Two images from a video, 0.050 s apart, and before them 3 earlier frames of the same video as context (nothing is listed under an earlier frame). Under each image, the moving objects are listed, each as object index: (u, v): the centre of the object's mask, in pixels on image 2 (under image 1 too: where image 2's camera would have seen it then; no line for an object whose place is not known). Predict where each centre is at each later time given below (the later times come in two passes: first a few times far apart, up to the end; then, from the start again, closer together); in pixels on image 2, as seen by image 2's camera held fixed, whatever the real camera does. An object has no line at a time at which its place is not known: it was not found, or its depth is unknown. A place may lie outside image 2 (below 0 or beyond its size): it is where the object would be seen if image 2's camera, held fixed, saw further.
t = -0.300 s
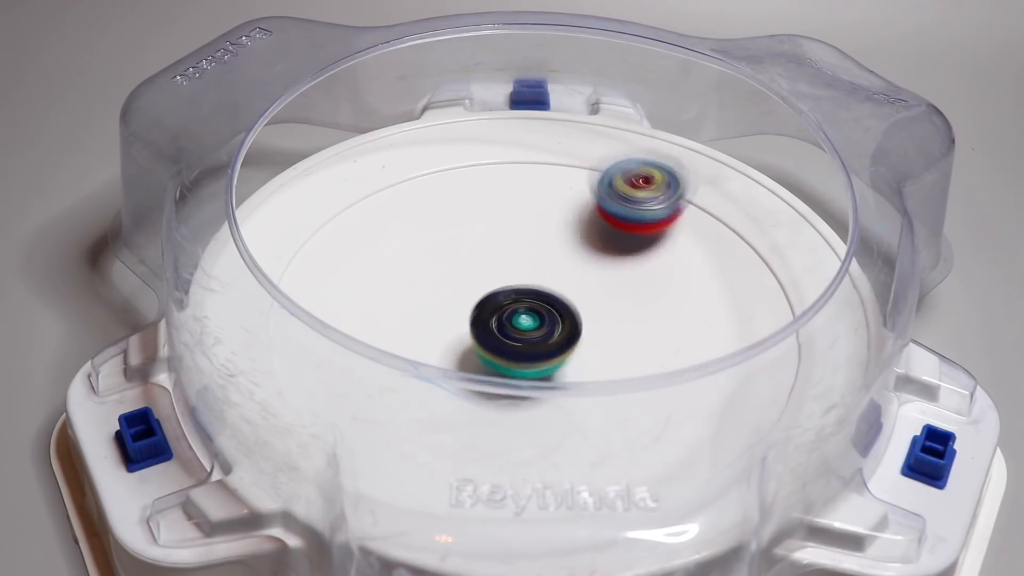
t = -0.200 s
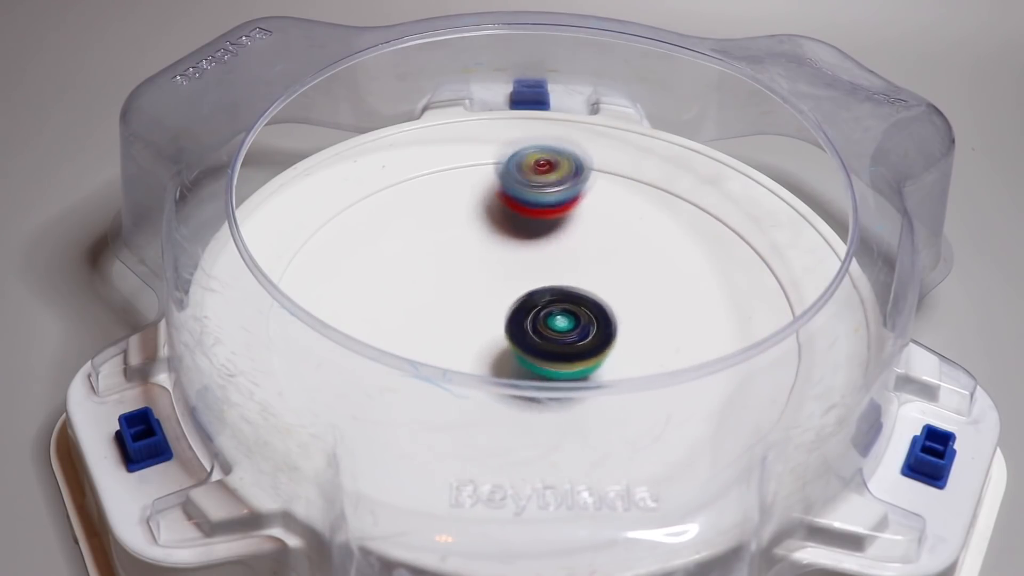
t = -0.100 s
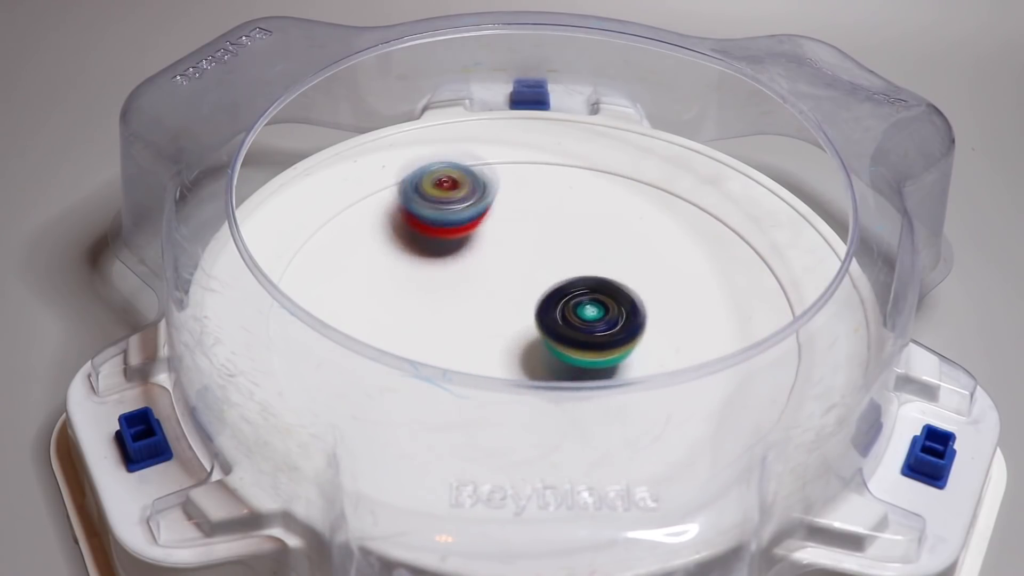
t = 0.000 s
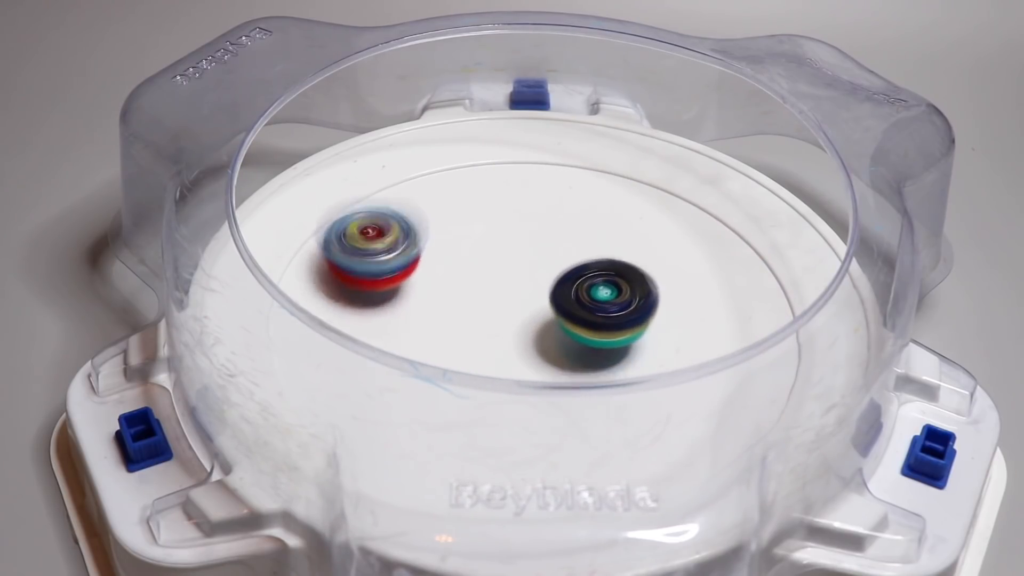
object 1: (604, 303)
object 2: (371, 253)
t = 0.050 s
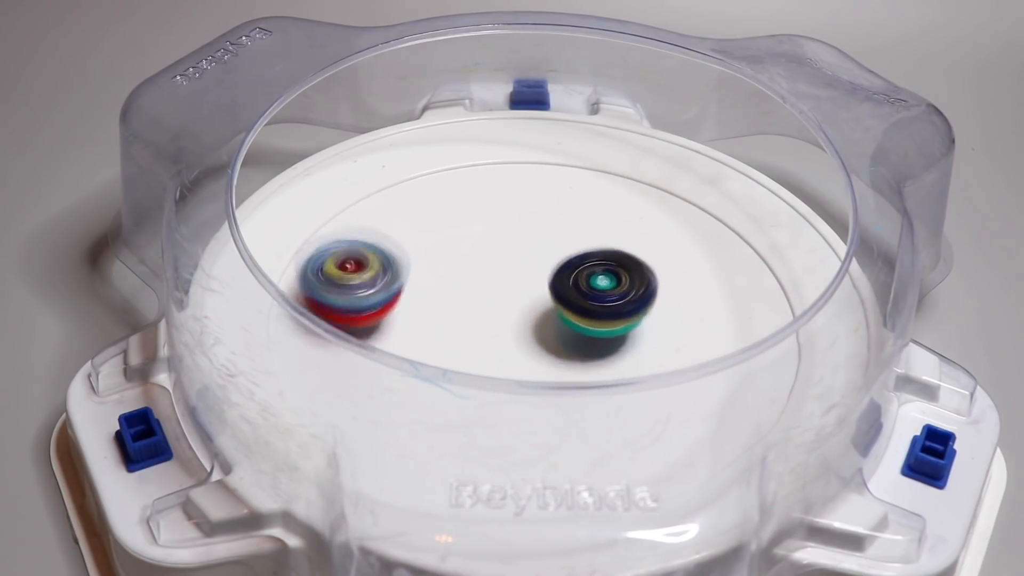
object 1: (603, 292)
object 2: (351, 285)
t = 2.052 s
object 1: (594, 324)
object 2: (516, 192)
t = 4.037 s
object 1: (520, 332)
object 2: (706, 295)
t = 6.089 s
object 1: (497, 299)
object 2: (569, 415)
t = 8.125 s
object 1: (534, 281)
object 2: (394, 312)
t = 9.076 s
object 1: (552, 288)
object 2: (470, 236)
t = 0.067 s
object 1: (600, 289)
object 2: (351, 293)
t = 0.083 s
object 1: (598, 286)
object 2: (346, 309)
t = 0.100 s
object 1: (594, 283)
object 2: (346, 323)
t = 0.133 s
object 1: (587, 278)
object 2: (348, 353)
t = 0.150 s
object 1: (583, 276)
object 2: (354, 366)
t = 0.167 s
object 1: (578, 275)
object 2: (362, 380)
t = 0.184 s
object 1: (574, 273)
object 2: (368, 398)
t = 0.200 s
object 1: (567, 272)
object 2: (381, 407)
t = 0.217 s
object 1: (563, 271)
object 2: (398, 409)
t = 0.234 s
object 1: (556, 271)
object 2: (411, 422)
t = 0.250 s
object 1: (552, 271)
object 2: (431, 429)
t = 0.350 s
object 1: (519, 277)
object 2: (552, 443)
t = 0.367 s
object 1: (514, 279)
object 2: (574, 443)
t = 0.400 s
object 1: (505, 283)
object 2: (616, 440)
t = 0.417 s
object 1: (502, 286)
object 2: (636, 438)
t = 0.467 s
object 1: (492, 295)
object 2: (687, 420)
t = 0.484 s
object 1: (490, 299)
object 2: (700, 413)
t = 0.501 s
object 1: (488, 302)
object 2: (709, 396)
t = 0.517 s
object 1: (486, 305)
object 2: (716, 383)
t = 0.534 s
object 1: (485, 309)
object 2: (724, 372)
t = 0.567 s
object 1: (485, 317)
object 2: (729, 343)
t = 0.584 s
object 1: (485, 320)
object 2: (726, 323)
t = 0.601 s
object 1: (486, 324)
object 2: (727, 315)
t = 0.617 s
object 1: (488, 328)
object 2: (727, 307)
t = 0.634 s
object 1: (490, 330)
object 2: (724, 300)
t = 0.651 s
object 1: (493, 333)
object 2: (718, 288)
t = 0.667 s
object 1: (496, 335)
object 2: (710, 280)
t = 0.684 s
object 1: (500, 337)
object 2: (701, 270)
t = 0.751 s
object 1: (520, 342)
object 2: (659, 233)
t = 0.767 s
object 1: (525, 342)
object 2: (644, 227)
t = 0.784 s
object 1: (531, 343)
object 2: (631, 221)
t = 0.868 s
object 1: (556, 341)
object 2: (555, 198)
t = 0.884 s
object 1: (561, 340)
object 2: (538, 196)
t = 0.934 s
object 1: (573, 335)
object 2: (490, 194)
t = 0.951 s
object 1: (577, 332)
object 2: (476, 195)
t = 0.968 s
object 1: (579, 329)
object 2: (460, 197)
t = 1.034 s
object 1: (584, 314)
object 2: (404, 213)
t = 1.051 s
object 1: (585, 311)
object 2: (391, 220)
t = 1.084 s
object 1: (584, 303)
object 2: (368, 233)
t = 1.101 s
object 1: (582, 299)
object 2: (359, 242)
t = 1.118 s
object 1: (580, 298)
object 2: (351, 252)
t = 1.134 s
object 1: (577, 292)
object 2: (343, 262)
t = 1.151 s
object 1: (576, 289)
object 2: (339, 272)
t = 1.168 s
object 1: (572, 285)
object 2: (336, 280)
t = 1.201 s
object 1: (566, 280)
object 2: (331, 306)
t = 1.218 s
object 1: (563, 277)
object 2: (332, 321)
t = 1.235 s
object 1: (558, 274)
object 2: (337, 330)
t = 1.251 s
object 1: (554, 272)
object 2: (338, 347)
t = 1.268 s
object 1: (549, 270)
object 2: (346, 361)
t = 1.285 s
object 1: (546, 268)
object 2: (355, 371)
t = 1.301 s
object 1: (540, 267)
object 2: (361, 393)
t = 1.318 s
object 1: (536, 265)
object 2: (376, 401)
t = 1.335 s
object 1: (530, 264)
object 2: (392, 409)
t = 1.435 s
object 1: (501, 266)
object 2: (506, 438)
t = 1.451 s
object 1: (497, 267)
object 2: (525, 439)
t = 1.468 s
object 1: (492, 269)
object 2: (548, 439)
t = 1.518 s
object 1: (483, 276)
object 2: (607, 430)
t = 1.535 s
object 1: (480, 279)
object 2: (629, 429)
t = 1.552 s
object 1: (478, 283)
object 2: (646, 426)
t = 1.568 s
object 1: (477, 286)
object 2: (658, 421)
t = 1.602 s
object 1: (477, 293)
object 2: (687, 392)
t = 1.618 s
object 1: (477, 297)
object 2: (697, 381)
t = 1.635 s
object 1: (478, 301)
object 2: (702, 364)
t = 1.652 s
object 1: (480, 304)
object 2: (714, 355)
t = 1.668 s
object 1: (482, 309)
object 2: (719, 343)
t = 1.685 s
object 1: (485, 312)
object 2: (717, 324)
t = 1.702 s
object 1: (488, 315)
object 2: (723, 316)
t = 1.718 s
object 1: (491, 318)
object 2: (726, 308)
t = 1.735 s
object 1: (496, 322)
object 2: (727, 301)
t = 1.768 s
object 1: (505, 327)
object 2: (721, 279)
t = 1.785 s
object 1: (509, 329)
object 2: (716, 268)
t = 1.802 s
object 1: (516, 331)
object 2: (710, 256)
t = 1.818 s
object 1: (520, 333)
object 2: (702, 249)
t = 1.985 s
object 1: (577, 332)
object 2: (577, 193)
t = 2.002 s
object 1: (582, 331)
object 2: (562, 191)
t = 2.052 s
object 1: (594, 324)
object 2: (516, 192)
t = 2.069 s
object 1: (597, 322)
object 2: (501, 194)
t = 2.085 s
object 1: (600, 319)
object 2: (486, 197)
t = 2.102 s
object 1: (603, 316)
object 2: (471, 201)
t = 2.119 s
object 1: (605, 313)
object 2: (458, 205)
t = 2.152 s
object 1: (607, 306)
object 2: (434, 215)
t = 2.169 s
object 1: (606, 303)
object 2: (420, 222)
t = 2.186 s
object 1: (606, 301)
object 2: (410, 230)
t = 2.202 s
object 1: (605, 296)
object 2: (400, 237)
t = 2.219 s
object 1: (604, 293)
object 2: (391, 246)
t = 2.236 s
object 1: (600, 290)
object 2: (383, 255)
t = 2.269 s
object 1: (594, 285)
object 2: (371, 275)
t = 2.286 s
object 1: (591, 282)
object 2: (366, 285)
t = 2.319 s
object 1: (582, 278)
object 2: (366, 301)
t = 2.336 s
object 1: (577, 277)
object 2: (369, 308)
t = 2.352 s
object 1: (572, 275)
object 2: (365, 329)
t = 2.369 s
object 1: (567, 274)
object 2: (367, 343)
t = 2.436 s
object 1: (546, 273)
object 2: (394, 391)
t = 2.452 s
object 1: (540, 274)
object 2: (402, 409)
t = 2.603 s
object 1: (498, 287)
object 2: (557, 441)
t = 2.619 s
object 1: (493, 289)
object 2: (578, 440)
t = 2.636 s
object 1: (490, 292)
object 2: (597, 439)
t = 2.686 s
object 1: (483, 301)
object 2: (649, 430)
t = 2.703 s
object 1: (481, 304)
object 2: (663, 426)
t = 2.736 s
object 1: (479, 311)
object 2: (691, 413)
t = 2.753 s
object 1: (480, 315)
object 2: (698, 394)
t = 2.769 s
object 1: (479, 318)
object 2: (705, 382)
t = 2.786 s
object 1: (481, 322)
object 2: (714, 375)
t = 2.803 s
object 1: (482, 325)
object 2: (716, 358)
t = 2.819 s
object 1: (484, 328)
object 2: (718, 346)
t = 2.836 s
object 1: (486, 330)
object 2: (714, 327)
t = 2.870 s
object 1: (492, 334)
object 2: (718, 313)
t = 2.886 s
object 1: (497, 336)
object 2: (716, 306)
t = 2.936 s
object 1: (510, 339)
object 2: (699, 277)
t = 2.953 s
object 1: (515, 340)
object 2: (691, 268)
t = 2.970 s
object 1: (521, 341)
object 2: (682, 259)
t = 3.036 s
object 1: (543, 341)
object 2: (637, 233)
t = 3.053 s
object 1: (546, 340)
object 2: (624, 228)
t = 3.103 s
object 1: (560, 336)
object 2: (584, 213)
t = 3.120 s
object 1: (563, 334)
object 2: (569, 209)
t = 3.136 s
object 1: (567, 331)
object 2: (554, 210)
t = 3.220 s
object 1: (580, 316)
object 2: (481, 208)
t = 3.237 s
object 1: (580, 313)
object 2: (468, 209)
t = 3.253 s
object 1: (582, 310)
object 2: (454, 213)
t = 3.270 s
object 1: (582, 306)
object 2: (441, 215)
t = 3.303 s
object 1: (581, 299)
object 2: (416, 224)
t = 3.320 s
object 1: (581, 295)
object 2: (405, 229)
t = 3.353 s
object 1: (577, 288)
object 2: (385, 242)
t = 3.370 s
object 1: (576, 285)
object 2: (375, 249)
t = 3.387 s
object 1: (573, 282)
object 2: (369, 258)
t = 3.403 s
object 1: (572, 280)
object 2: (361, 266)
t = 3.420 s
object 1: (568, 277)
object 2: (356, 276)
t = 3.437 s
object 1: (566, 274)
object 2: (353, 284)
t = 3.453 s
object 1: (562, 272)
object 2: (352, 291)
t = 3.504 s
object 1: (550, 266)
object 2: (353, 326)
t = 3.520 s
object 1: (545, 264)
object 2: (355, 339)
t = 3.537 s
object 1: (541, 263)
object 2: (357, 355)
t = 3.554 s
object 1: (537, 263)
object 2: (367, 362)
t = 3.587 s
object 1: (528, 262)
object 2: (383, 384)
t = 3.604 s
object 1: (523, 262)
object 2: (396, 394)
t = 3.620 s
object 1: (519, 263)
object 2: (406, 410)
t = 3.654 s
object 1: (511, 265)
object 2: (442, 420)
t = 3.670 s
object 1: (506, 267)
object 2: (459, 424)
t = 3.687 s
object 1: (503, 269)
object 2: (476, 428)
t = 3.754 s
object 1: (491, 280)
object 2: (548, 434)
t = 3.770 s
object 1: (491, 283)
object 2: (564, 436)
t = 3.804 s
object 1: (489, 290)
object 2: (603, 429)
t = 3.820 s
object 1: (488, 293)
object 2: (615, 428)
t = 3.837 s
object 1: (489, 296)
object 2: (631, 411)
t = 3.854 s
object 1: (488, 300)
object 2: (645, 403)
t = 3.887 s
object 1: (491, 307)
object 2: (668, 387)
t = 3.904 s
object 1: (493, 310)
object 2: (677, 369)
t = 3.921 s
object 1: (495, 314)
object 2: (685, 363)
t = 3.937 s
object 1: (497, 317)
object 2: (691, 353)
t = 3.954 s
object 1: (502, 320)
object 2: (694, 333)
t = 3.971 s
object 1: (505, 323)
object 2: (699, 327)
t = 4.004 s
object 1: (512, 329)
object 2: (707, 314)
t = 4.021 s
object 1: (516, 330)
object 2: (707, 305)
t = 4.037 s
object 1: (520, 332)
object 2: (706, 295)
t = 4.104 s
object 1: (541, 337)
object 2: (688, 258)
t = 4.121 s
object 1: (545, 338)
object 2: (681, 250)
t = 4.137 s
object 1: (552, 338)
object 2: (671, 245)
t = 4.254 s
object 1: (584, 334)
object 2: (595, 204)
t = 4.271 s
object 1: (588, 332)
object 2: (580, 203)
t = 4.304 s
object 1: (594, 327)
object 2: (553, 201)
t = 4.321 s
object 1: (597, 325)
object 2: (538, 203)
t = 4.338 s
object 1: (598, 322)
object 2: (524, 203)
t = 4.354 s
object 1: (599, 318)
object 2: (512, 204)
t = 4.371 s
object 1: (600, 316)
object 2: (499, 205)
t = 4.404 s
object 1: (600, 310)
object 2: (472, 213)
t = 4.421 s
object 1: (599, 307)
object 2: (461, 217)
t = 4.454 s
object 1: (596, 300)
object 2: (439, 228)
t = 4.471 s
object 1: (593, 297)
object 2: (428, 234)
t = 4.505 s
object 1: (587, 292)
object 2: (411, 248)
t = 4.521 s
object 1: (584, 290)
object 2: (402, 256)
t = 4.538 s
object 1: (579, 288)
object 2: (396, 264)
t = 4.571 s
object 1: (571, 284)
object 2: (386, 283)
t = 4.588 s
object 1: (568, 282)
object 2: (383, 292)
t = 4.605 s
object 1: (562, 281)
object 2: (381, 300)
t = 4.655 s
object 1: (547, 278)
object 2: (383, 332)
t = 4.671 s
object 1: (543, 277)
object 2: (386, 343)
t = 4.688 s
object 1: (537, 277)
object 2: (391, 353)
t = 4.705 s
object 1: (534, 277)
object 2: (393, 370)
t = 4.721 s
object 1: (528, 277)
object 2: (403, 375)
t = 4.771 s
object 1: (513, 278)
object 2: (433, 403)
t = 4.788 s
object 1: (509, 279)
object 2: (443, 419)
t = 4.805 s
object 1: (503, 281)
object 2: (458, 422)
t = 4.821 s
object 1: (501, 282)
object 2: (473, 419)
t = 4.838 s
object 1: (496, 283)
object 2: (489, 431)
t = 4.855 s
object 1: (493, 285)
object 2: (502, 436)
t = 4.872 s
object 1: (489, 287)
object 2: (517, 437)
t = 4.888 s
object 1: (486, 289)
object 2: (533, 439)
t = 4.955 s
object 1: (477, 300)
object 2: (601, 436)
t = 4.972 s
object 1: (477, 303)
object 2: (619, 430)
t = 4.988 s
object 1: (476, 306)
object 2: (635, 426)
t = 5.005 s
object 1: (476, 309)
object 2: (648, 422)
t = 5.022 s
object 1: (476, 311)
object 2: (654, 409)
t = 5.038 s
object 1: (477, 315)
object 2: (668, 398)
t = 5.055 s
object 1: (479, 318)
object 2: (677, 389)
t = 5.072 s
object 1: (481, 321)
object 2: (684, 368)
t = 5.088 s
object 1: (485, 324)
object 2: (689, 366)
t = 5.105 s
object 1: (487, 326)
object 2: (691, 362)
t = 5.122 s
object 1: (492, 328)
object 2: (696, 345)
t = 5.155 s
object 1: (499, 331)
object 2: (699, 324)
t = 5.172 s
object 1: (503, 333)
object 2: (699, 318)
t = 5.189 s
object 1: (508, 334)
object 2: (697, 311)
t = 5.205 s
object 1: (514, 335)
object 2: (693, 303)
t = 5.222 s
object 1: (518, 335)
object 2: (688, 293)
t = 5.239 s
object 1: (525, 335)
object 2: (683, 285)
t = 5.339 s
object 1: (553, 332)
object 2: (631, 242)
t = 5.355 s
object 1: (558, 330)
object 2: (619, 237)
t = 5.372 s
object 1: (561, 328)
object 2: (609, 229)
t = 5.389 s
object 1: (565, 326)
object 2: (595, 228)
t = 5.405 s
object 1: (568, 324)
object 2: (584, 221)
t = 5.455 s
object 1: (578, 317)
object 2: (543, 219)
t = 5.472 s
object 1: (581, 314)
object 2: (530, 218)
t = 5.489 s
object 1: (582, 311)
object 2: (518, 217)
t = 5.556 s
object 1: (587, 299)
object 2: (467, 222)
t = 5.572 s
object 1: (586, 296)
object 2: (454, 224)
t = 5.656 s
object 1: (580, 281)
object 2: (403, 247)
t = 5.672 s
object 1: (579, 279)
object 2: (395, 252)
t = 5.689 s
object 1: (575, 280)
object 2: (387, 261)
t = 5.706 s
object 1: (573, 275)
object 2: (381, 268)
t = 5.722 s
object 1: (568, 276)
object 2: (376, 277)
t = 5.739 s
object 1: (565, 271)
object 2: (372, 285)
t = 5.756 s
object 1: (562, 270)
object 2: (371, 291)
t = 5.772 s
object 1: (557, 269)
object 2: (370, 299)
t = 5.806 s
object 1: (549, 268)
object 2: (375, 311)
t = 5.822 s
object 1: (546, 268)
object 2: (374, 329)
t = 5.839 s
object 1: (540, 268)
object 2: (379, 340)
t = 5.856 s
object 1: (536, 268)
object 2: (385, 348)
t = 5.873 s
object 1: (533, 269)
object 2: (392, 355)
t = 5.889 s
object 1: (528, 271)
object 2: (399, 372)
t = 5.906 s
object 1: (526, 272)
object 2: (409, 377)
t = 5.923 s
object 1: (521, 273)
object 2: (421, 384)
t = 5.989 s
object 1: (509, 282)
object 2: (473, 411)
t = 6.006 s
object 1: (505, 284)
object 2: (490, 415)
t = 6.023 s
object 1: (504, 287)
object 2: (501, 428)
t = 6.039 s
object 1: (501, 289)
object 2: (519, 428)
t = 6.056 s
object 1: (500, 292)
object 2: (532, 429)
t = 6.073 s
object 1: (499, 296)
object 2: (549, 420)
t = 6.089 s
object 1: (497, 299)
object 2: (569, 415)
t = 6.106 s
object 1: (498, 302)
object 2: (584, 411)
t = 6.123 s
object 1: (497, 306)
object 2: (599, 407)
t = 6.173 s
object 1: (499, 314)
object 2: (633, 393)
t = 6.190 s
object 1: (500, 318)
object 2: (646, 391)
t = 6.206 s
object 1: (502, 321)
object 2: (658, 373)
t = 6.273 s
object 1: (512, 331)
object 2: (681, 332)
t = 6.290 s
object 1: (515, 333)
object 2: (688, 327)
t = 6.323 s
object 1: (523, 336)
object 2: (693, 314)
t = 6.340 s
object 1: (528, 337)
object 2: (693, 305)
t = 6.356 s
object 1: (530, 338)
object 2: (692, 295)
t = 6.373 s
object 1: (535, 338)
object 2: (689, 287)
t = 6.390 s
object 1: (539, 339)
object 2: (686, 277)
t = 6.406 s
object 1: (543, 340)
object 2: (681, 272)
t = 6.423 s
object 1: (549, 340)
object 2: (675, 264)
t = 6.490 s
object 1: (564, 338)
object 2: (643, 238)
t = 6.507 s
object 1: (568, 336)
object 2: (635, 230)
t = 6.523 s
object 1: (571, 335)
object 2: (624, 227)
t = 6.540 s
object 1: (574, 332)
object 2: (613, 221)
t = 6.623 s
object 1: (583, 319)
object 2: (552, 215)
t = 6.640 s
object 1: (582, 316)
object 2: (538, 217)
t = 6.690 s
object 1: (579, 307)
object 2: (502, 222)
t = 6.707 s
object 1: (580, 305)
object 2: (489, 225)
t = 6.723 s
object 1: (577, 302)
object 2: (479, 228)
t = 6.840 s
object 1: (557, 284)
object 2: (416, 267)
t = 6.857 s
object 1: (553, 283)
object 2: (410, 274)
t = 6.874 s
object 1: (551, 282)
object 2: (405, 283)
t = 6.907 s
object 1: (543, 279)
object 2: (398, 299)
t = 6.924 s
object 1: (538, 277)
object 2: (397, 305)
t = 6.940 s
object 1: (534, 276)
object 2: (397, 311)
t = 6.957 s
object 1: (530, 276)
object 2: (400, 317)
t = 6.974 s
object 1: (525, 275)
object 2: (402, 323)
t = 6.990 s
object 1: (522, 275)
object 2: (400, 343)
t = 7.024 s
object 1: (513, 275)
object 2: (409, 359)
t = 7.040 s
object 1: (509, 276)
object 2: (413, 377)
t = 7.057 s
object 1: (505, 277)
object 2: (422, 381)
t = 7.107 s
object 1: (495, 280)
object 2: (452, 403)
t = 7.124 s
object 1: (492, 282)
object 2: (463, 410)
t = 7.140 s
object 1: (490, 284)
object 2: (474, 424)
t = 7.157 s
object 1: (489, 287)
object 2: (485, 427)
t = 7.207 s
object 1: (484, 294)
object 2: (529, 433)
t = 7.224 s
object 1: (484, 297)
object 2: (543, 433)
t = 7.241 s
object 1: (485, 300)
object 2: (559, 433)
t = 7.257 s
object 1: (486, 302)
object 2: (574, 433)
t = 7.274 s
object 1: (487, 305)
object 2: (589, 430)
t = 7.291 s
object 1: (488, 308)
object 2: (604, 416)
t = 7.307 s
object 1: (490, 310)
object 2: (616, 409)
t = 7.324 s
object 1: (493, 314)
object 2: (628, 405)
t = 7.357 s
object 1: (500, 318)
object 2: (644, 394)
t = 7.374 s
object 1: (502, 320)
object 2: (653, 375)
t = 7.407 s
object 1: (510, 324)
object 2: (667, 359)
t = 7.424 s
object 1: (514, 325)
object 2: (670, 353)
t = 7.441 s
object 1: (520, 326)
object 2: (671, 338)
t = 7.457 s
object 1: (523, 327)
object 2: (674, 332)
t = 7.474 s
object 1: (527, 328)
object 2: (677, 327)
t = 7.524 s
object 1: (543, 329)
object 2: (671, 308)
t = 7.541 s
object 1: (546, 328)
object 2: (669, 297)
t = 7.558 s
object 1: (550, 328)
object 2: (664, 290)
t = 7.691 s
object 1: (582, 319)
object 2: (601, 236)
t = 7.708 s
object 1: (583, 316)
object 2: (592, 232)
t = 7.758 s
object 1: (588, 309)
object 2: (556, 226)
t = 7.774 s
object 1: (591, 307)
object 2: (543, 226)
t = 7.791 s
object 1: (590, 304)
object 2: (532, 225)
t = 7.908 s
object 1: (583, 288)
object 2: (454, 232)
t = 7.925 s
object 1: (580, 287)
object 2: (445, 235)
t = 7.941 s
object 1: (577, 285)
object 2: (436, 240)
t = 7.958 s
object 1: (573, 283)
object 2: (425, 244)
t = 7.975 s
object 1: (570, 282)
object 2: (419, 250)
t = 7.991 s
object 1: (567, 281)
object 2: (410, 256)
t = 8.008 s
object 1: (562, 280)
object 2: (404, 262)
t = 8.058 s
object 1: (550, 279)
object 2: (391, 285)
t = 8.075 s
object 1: (547, 280)
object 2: (389, 292)
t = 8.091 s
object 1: (542, 280)
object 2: (390, 299)
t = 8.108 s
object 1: (538, 280)
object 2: (390, 306)
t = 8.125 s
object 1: (534, 281)
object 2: (394, 312)
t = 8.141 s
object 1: (529, 283)
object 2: (397, 318)
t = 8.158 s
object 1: (527, 284)
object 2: (403, 322)
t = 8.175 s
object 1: (523, 285)
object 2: (403, 343)
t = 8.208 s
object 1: (515, 288)
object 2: (420, 358)
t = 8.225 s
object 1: (512, 290)
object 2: (427, 364)
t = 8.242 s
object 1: (511, 292)
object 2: (438, 368)
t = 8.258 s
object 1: (507, 294)
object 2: (448, 386)
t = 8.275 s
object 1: (505, 296)
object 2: (457, 388)
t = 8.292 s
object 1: (502, 299)
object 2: (467, 392)
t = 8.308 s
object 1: (501, 300)
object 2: (481, 396)
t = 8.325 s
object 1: (500, 304)
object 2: (496, 402)
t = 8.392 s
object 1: (496, 314)
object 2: (551, 405)
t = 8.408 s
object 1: (498, 317)
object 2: (565, 404)
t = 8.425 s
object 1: (497, 319)
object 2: (579, 401)
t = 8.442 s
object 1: (498, 322)
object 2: (593, 399)
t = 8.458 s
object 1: (500, 324)
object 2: (606, 395)
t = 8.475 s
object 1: (502, 326)
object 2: (616, 396)
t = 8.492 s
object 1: (504, 328)
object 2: (626, 378)
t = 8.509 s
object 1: (506, 330)
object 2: (638, 377)
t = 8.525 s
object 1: (508, 332)
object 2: (647, 372)
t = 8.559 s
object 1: (515, 334)
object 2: (663, 358)
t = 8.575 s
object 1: (518, 335)
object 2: (668, 351)
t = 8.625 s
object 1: (531, 336)
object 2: (681, 326)
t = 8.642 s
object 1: (533, 336)
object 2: (684, 321)
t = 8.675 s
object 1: (541, 335)
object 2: (682, 310)
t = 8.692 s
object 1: (544, 334)
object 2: (681, 300)
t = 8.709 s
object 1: (549, 333)
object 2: (679, 292)
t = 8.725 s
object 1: (551, 331)
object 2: (675, 285)
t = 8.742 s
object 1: (554, 330)
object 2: (670, 278)
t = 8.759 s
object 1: (558, 328)
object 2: (665, 271)
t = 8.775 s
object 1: (560, 326)
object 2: (658, 265)
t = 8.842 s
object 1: (567, 317)
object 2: (624, 244)
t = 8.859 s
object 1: (567, 313)
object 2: (613, 239)
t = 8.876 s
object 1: (567, 311)
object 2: (604, 236)
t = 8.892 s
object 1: (568, 308)
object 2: (593, 231)
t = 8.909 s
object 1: (568, 306)
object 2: (582, 228)
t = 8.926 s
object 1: (568, 303)
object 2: (571, 226)
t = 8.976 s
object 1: (565, 296)
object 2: (535, 226)
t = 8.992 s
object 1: (564, 292)
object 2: (523, 227)
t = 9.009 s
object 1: (562, 290)
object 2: (512, 229)
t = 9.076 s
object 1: (552, 288)
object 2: (470, 236)
